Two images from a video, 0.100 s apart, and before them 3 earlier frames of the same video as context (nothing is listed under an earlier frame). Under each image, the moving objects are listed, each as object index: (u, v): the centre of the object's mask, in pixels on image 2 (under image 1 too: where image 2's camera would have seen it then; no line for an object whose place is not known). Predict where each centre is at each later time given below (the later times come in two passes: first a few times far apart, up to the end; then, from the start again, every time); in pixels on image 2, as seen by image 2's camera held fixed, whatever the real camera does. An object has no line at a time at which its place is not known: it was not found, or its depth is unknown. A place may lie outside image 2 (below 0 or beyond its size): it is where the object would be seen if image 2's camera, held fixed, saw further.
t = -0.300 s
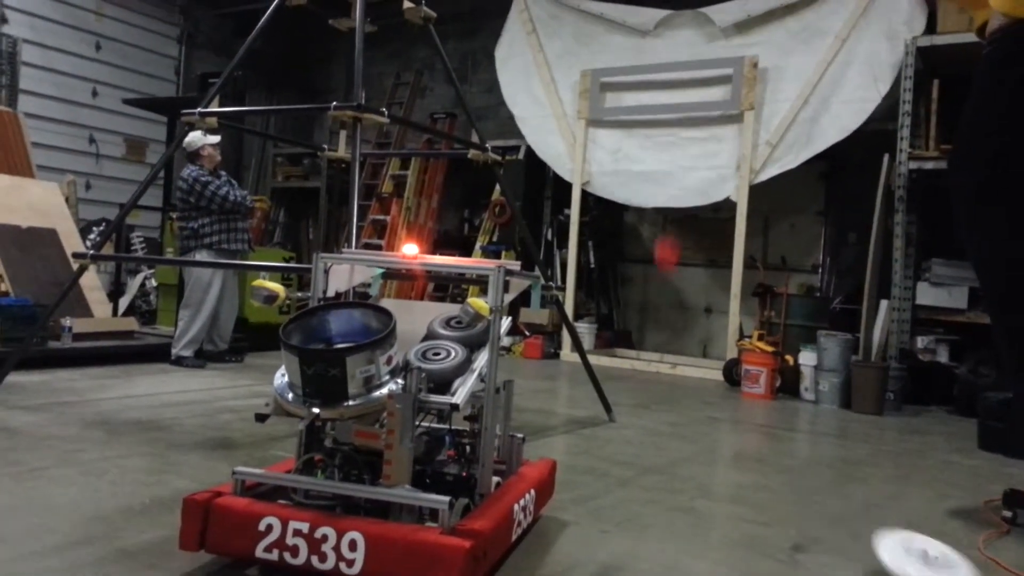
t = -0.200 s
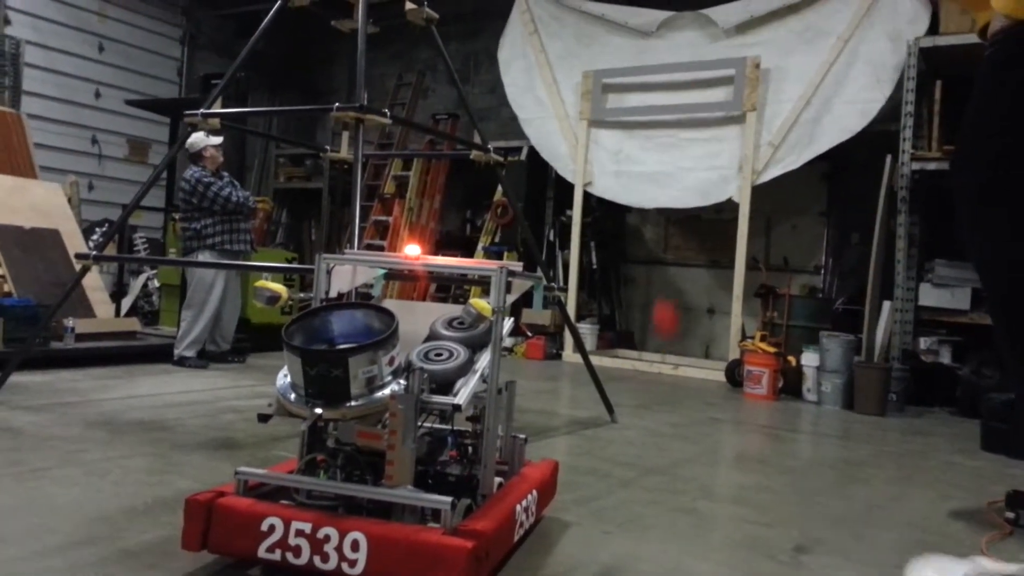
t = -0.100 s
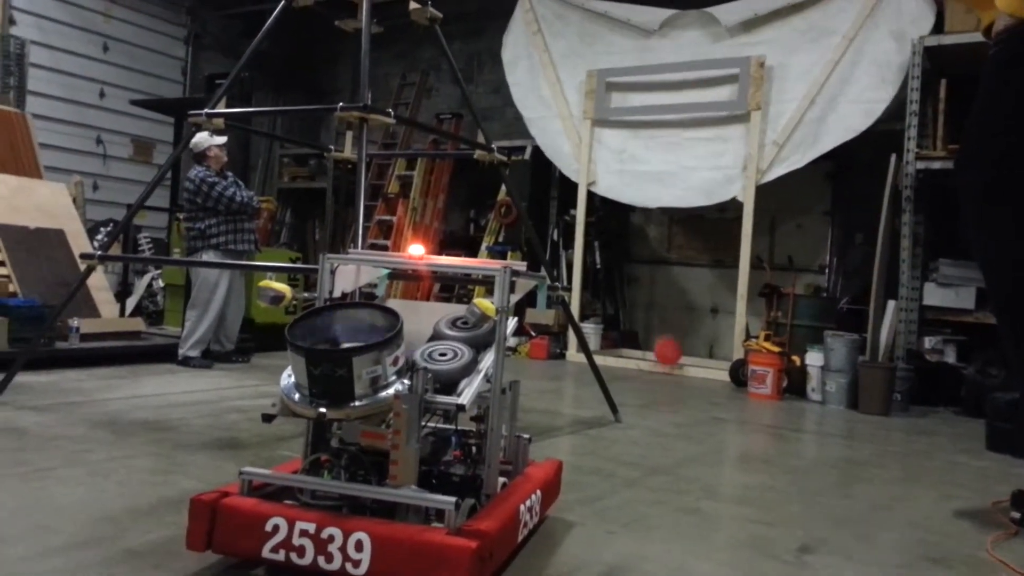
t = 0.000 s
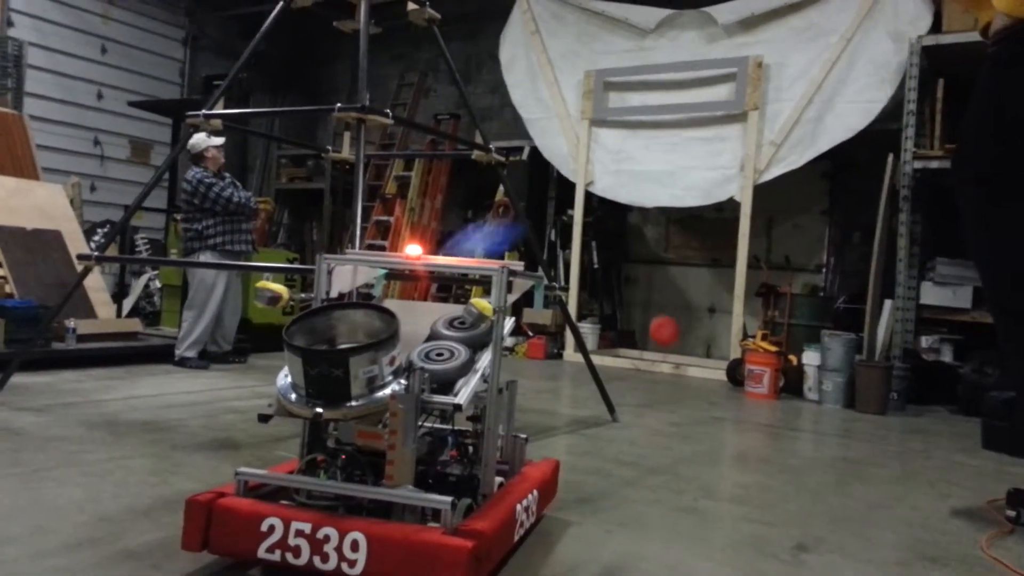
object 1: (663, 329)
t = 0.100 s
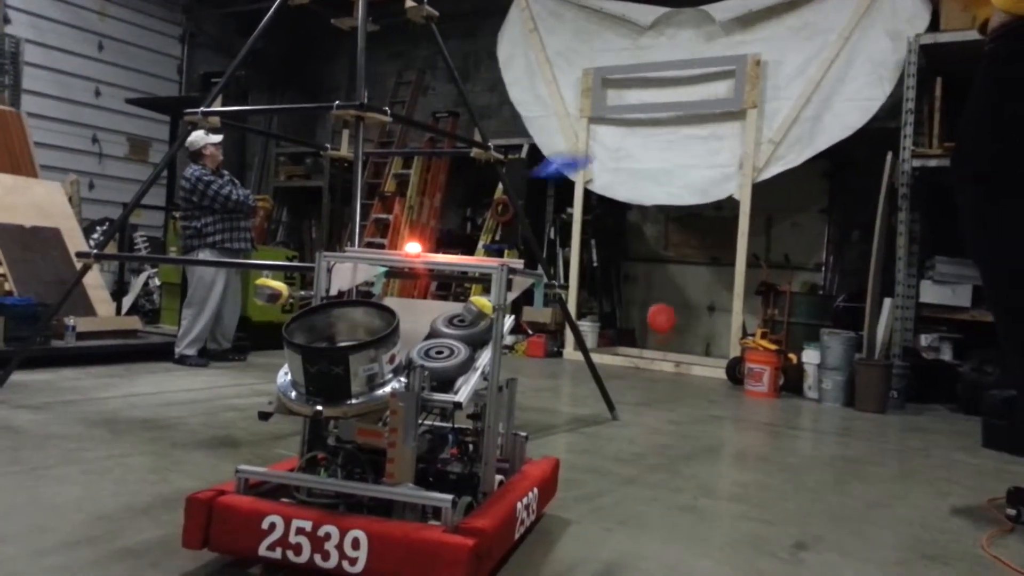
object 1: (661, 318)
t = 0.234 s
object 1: (657, 320)
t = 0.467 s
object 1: (647, 361)
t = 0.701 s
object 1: (631, 365)
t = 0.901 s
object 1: (612, 366)
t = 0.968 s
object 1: (606, 364)
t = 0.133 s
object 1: (661, 317)
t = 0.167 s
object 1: (659, 317)
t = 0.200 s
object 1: (658, 318)
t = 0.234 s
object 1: (657, 320)
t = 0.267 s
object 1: (656, 324)
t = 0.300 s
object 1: (655, 328)
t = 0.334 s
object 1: (653, 335)
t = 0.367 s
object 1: (652, 341)
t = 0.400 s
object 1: (650, 350)
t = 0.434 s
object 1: (648, 361)
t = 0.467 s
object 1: (647, 361)
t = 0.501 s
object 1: (645, 359)
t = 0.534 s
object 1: (643, 358)
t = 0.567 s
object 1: (641, 358)
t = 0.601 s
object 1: (638, 359)
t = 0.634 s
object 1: (636, 361)
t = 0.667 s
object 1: (634, 365)
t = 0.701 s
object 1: (631, 365)
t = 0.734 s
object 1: (628, 365)
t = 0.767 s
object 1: (625, 365)
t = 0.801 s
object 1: (622, 366)
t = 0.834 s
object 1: (618, 366)
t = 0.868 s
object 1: (615, 366)
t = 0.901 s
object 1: (612, 366)
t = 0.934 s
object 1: (609, 365)
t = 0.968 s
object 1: (606, 364)
